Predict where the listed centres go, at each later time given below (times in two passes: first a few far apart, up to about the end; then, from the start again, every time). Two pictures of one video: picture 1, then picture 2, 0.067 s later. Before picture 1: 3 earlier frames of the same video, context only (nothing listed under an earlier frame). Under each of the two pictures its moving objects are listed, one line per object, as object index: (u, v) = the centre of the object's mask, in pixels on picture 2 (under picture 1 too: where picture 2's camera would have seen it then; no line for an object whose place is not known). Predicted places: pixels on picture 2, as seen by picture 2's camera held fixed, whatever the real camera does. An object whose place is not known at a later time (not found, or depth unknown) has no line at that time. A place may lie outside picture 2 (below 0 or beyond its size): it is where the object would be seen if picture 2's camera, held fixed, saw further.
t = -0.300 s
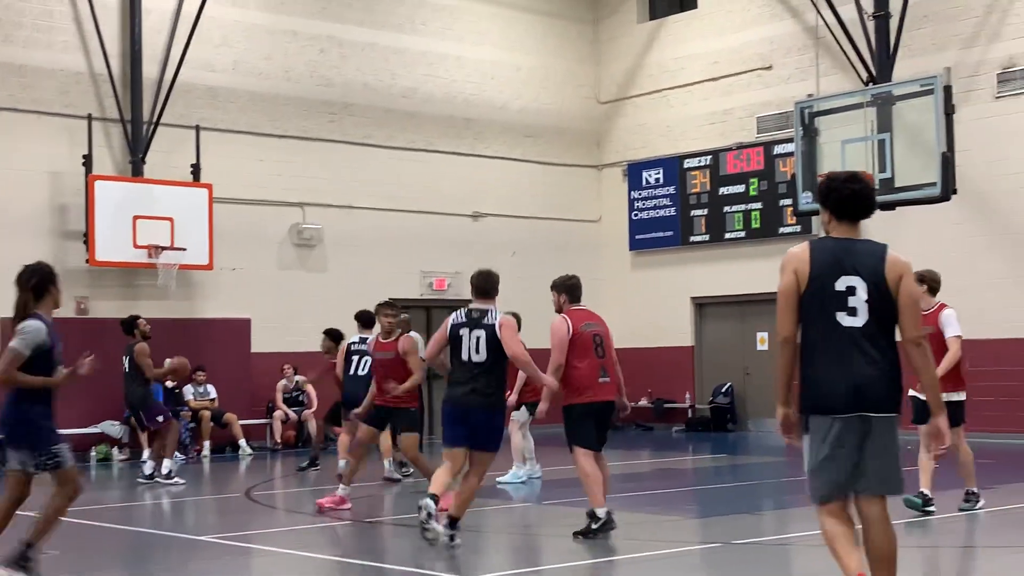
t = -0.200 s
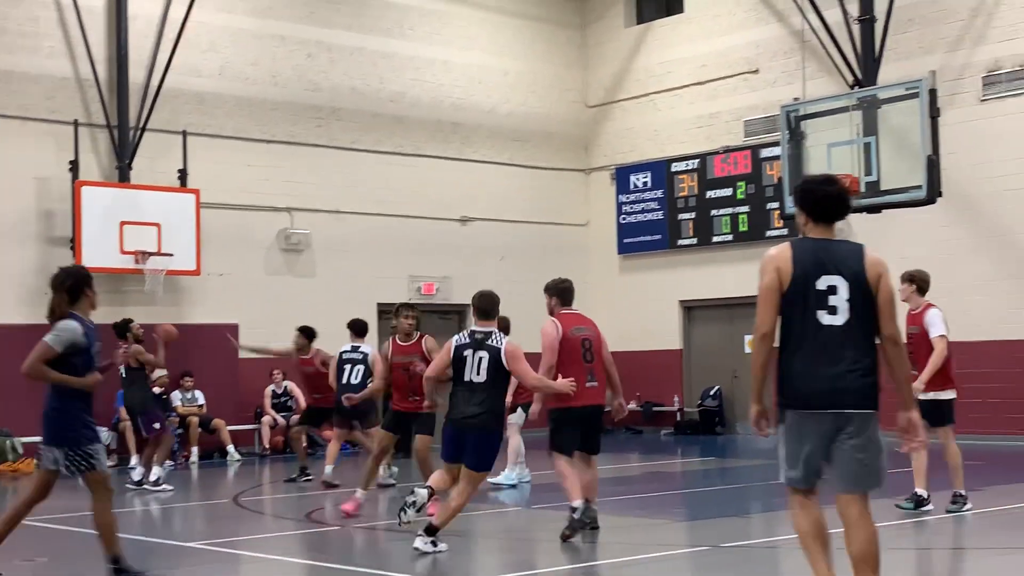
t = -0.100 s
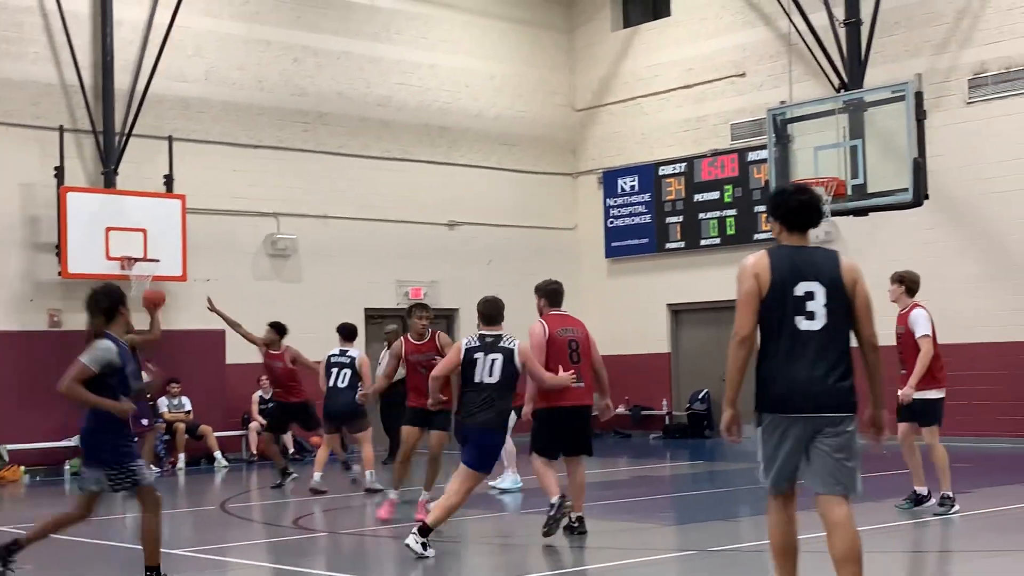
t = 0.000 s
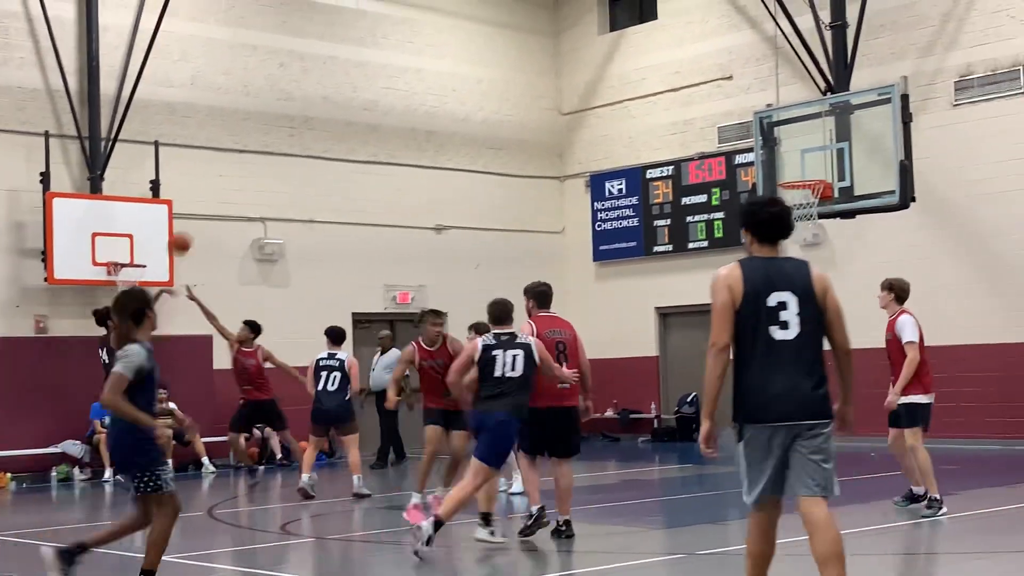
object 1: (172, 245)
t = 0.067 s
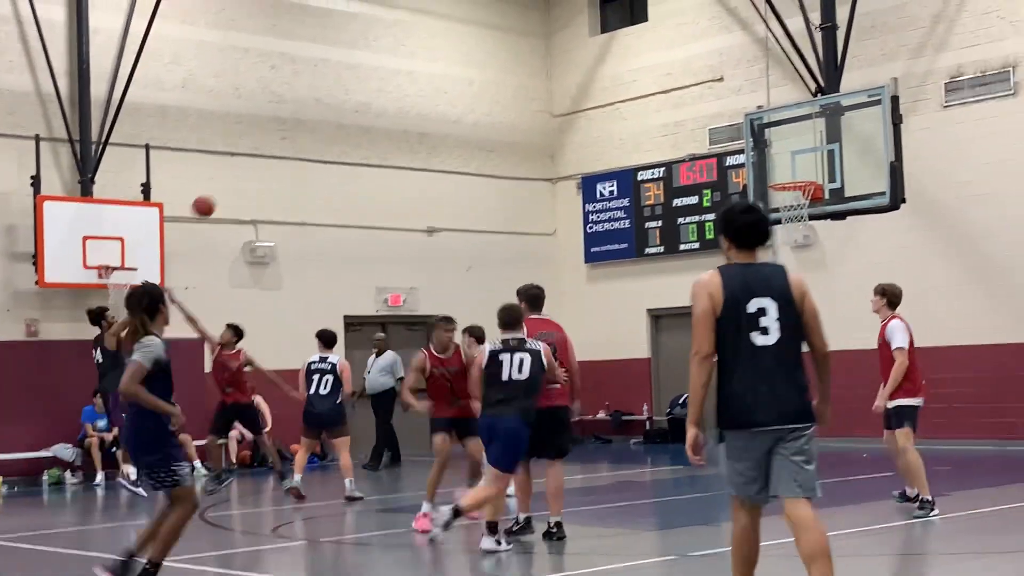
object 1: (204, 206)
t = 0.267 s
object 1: (299, 113)
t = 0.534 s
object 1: (421, 45)
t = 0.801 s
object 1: (543, 39)
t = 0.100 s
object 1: (220, 188)
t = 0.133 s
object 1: (235, 171)
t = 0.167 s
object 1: (252, 154)
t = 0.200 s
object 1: (268, 140)
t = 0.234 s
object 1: (283, 126)
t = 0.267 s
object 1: (299, 113)
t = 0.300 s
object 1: (314, 101)
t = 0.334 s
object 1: (329, 90)
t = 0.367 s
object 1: (344, 80)
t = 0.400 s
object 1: (361, 71)
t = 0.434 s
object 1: (376, 63)
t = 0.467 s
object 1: (391, 56)
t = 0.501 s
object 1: (405, 50)
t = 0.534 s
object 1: (421, 45)
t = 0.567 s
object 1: (437, 41)
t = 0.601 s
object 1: (452, 37)
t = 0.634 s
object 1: (466, 36)
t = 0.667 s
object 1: (482, 34)
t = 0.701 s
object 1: (498, 34)
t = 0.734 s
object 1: (513, 34)
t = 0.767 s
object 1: (528, 36)
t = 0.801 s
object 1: (543, 39)
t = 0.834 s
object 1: (557, 43)
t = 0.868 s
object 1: (574, 47)
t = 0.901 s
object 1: (587, 54)
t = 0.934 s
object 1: (603, 60)
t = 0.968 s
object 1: (618, 68)
